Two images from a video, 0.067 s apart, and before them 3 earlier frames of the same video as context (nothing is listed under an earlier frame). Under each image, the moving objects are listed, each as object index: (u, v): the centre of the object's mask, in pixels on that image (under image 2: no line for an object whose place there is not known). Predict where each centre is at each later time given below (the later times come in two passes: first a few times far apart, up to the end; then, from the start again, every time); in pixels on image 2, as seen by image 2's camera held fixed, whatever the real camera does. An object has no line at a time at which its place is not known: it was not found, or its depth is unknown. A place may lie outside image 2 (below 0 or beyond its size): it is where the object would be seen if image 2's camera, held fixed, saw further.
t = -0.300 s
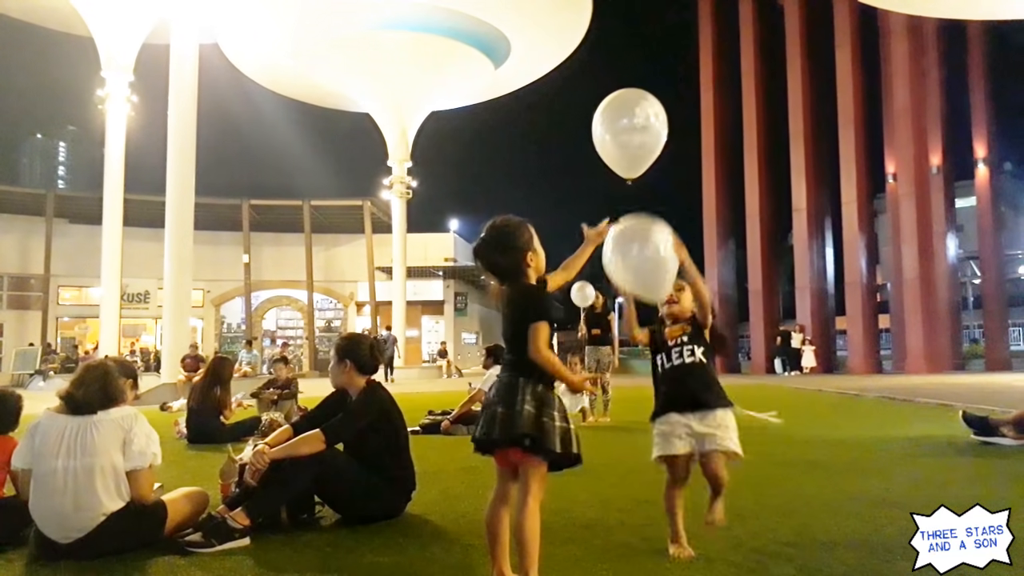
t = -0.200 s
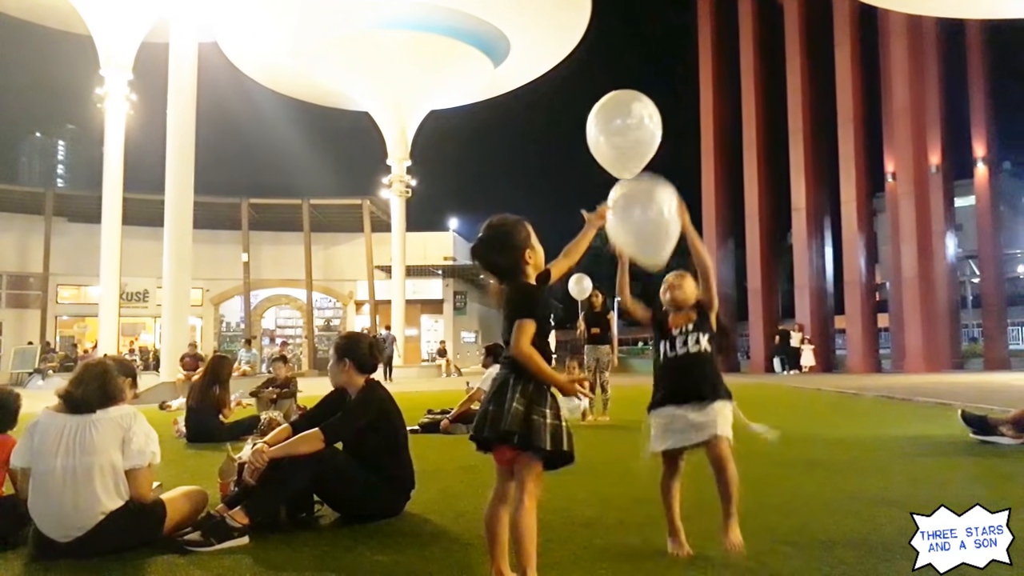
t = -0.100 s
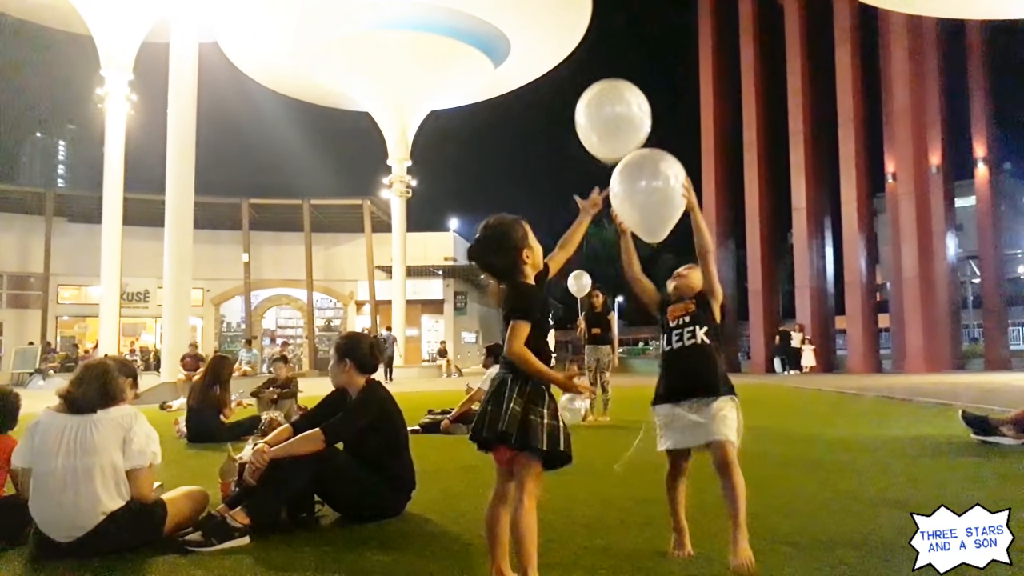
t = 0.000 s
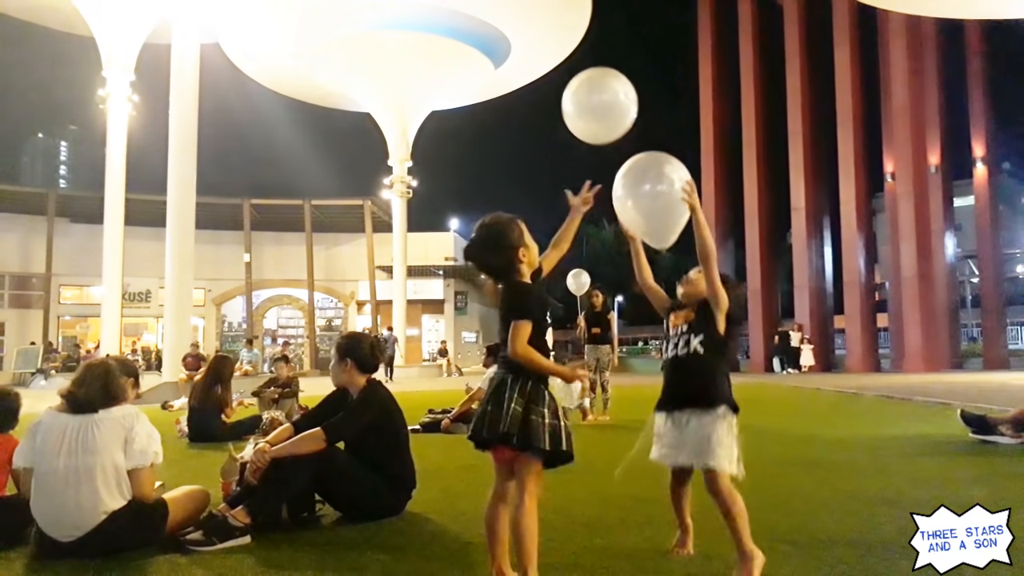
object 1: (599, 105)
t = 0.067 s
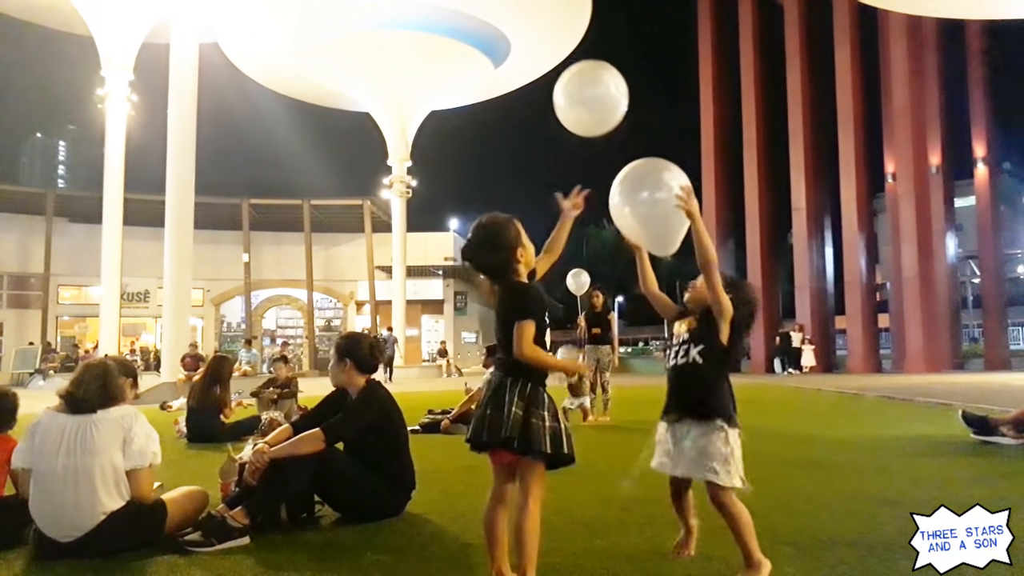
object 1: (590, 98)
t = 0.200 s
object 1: (574, 89)
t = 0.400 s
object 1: (546, 87)
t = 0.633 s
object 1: (515, 101)
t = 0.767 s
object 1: (498, 117)
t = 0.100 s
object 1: (586, 95)
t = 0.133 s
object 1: (582, 92)
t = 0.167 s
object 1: (578, 91)
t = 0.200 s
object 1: (574, 89)
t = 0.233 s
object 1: (569, 88)
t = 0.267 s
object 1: (564, 87)
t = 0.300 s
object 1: (560, 86)
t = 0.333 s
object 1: (555, 86)
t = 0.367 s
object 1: (550, 86)
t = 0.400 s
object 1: (546, 87)
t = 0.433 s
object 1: (542, 89)
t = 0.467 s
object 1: (537, 90)
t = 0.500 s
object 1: (533, 92)
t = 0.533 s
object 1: (528, 94)
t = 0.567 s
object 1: (524, 96)
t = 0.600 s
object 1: (519, 98)
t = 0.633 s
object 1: (515, 101)
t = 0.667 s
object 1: (511, 105)
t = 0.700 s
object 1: (507, 109)
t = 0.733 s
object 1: (503, 113)
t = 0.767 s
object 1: (498, 117)
